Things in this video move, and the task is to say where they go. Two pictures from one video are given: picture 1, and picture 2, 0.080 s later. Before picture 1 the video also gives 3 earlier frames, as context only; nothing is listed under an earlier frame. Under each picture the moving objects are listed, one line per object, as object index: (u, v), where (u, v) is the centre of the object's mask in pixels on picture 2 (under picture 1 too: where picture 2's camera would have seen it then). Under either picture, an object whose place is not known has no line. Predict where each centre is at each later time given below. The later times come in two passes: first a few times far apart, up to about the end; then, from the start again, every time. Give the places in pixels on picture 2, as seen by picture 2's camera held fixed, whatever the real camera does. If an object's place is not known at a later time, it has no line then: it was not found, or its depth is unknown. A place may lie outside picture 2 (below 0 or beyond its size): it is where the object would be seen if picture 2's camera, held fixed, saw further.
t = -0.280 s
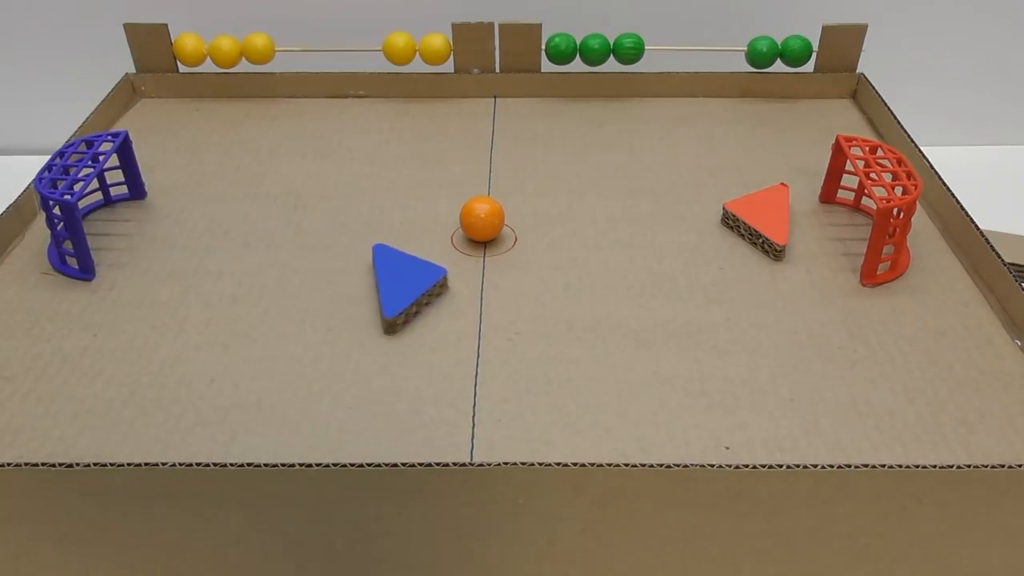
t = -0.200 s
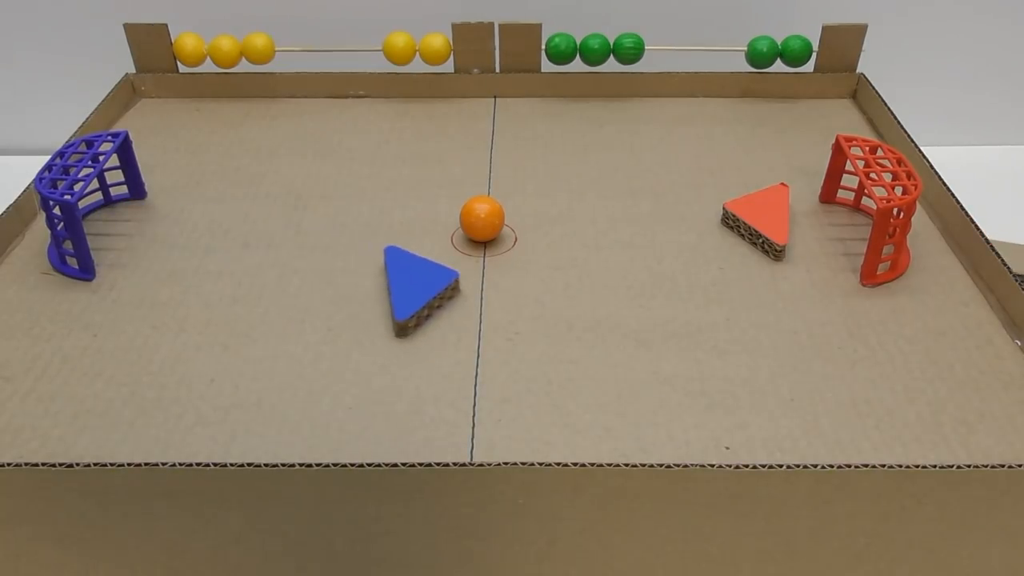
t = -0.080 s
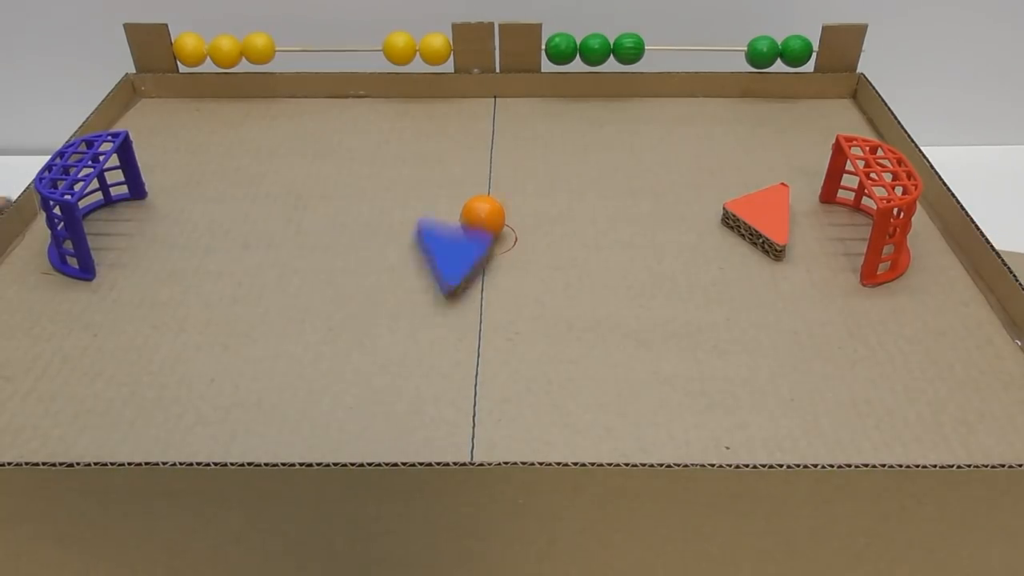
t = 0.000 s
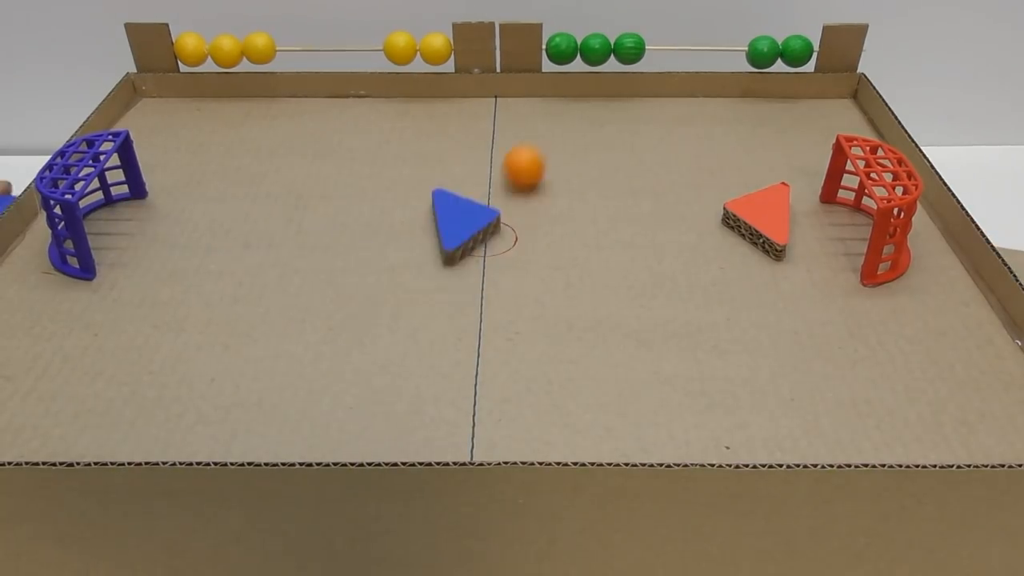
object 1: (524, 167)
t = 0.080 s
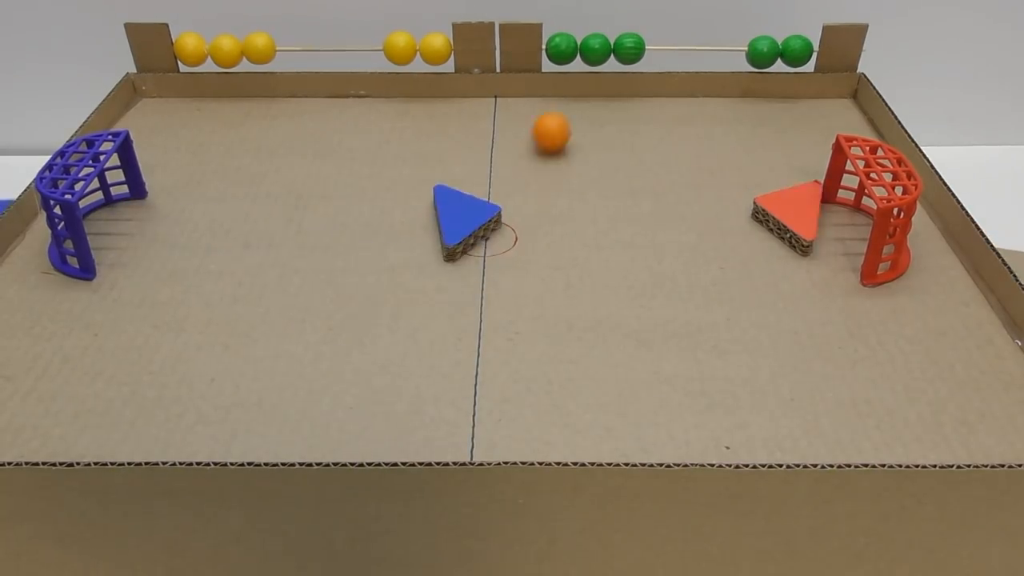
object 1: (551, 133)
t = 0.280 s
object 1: (594, 102)
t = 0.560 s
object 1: (648, 139)
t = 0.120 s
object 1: (561, 118)
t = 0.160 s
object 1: (571, 104)
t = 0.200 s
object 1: (580, 92)
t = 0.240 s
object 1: (587, 92)
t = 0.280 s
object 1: (594, 102)
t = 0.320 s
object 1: (601, 109)
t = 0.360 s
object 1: (609, 115)
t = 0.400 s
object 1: (616, 119)
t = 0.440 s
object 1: (624, 124)
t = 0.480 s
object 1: (631, 129)
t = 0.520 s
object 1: (639, 134)
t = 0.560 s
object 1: (648, 139)
